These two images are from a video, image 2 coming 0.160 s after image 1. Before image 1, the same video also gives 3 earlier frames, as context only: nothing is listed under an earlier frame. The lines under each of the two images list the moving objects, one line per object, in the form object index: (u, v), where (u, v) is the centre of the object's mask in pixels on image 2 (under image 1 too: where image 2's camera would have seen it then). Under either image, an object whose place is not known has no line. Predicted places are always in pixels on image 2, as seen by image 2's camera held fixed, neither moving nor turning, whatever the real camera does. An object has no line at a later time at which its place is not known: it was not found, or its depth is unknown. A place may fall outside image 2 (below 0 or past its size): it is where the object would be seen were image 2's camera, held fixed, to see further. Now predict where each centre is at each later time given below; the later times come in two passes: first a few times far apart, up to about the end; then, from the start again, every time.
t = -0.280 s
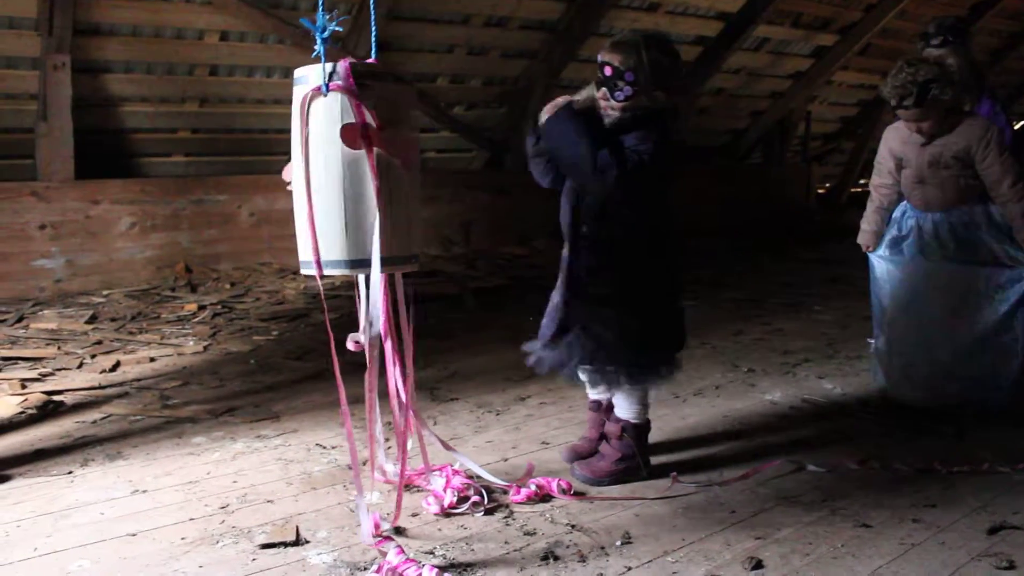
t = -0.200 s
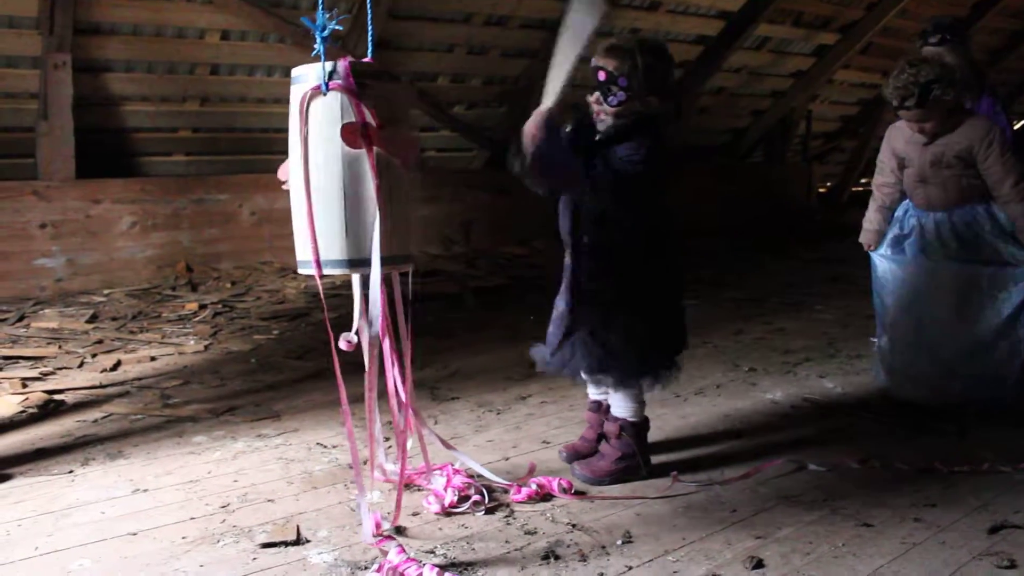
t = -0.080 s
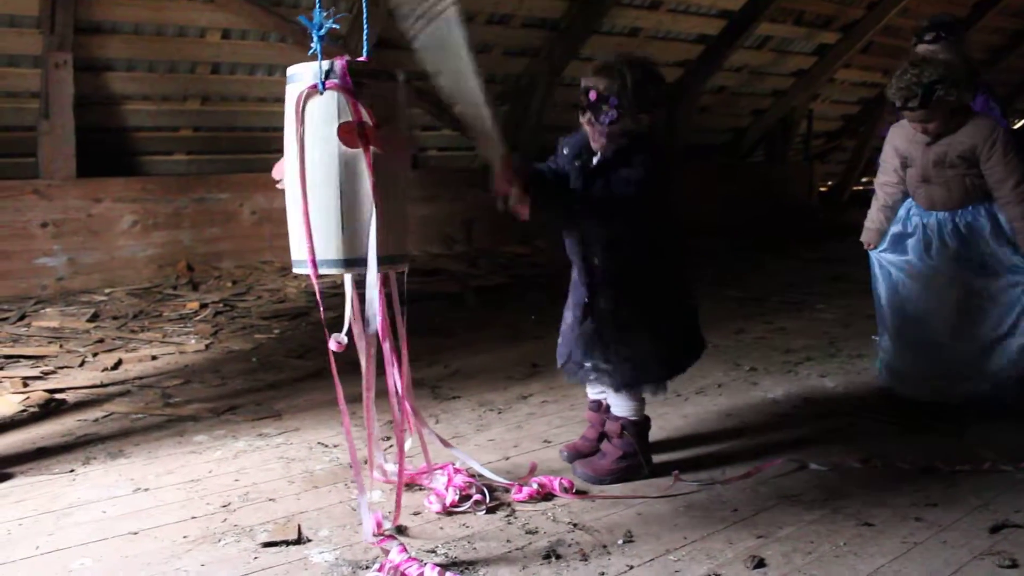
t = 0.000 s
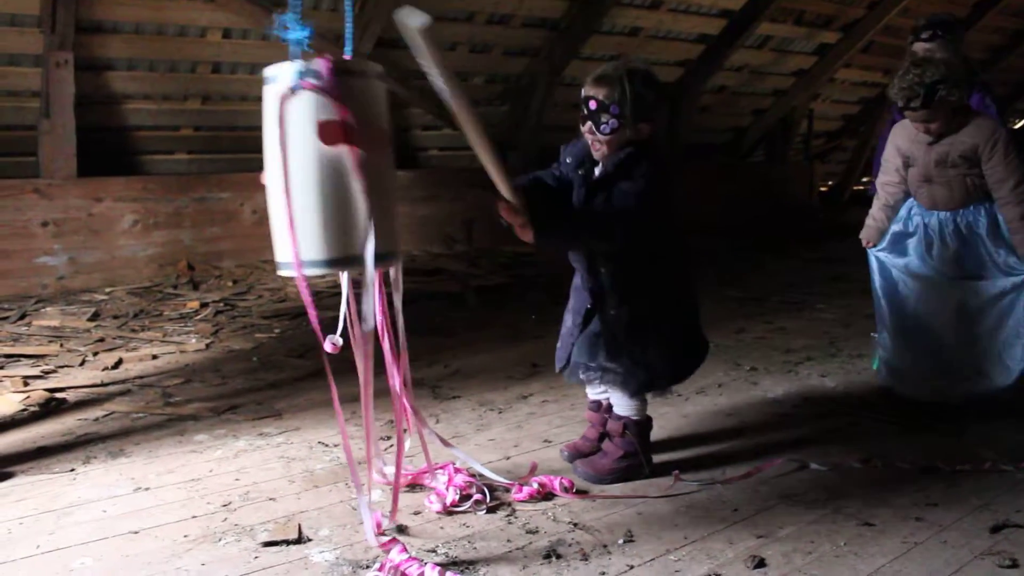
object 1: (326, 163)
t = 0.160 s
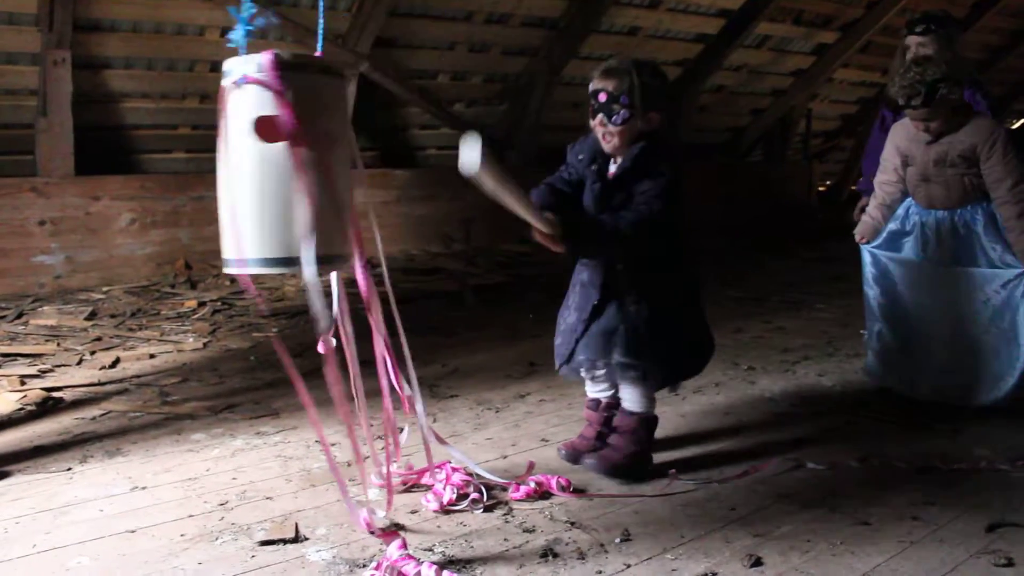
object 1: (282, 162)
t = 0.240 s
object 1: (266, 162)
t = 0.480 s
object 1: (232, 158)
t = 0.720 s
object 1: (238, 156)
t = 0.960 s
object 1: (278, 165)
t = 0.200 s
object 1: (274, 163)
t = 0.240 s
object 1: (266, 162)
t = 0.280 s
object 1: (259, 162)
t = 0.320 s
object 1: (253, 163)
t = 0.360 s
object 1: (247, 163)
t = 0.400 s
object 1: (242, 162)
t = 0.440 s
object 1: (237, 162)
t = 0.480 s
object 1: (232, 158)
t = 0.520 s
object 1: (231, 157)
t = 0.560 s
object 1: (231, 157)
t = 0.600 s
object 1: (230, 155)
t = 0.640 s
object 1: (232, 157)
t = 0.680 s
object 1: (235, 156)
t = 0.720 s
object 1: (238, 156)
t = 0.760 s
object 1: (255, 152)
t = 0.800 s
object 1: (260, 155)
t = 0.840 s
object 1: (253, 162)
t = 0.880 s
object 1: (260, 164)
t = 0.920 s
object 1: (269, 165)
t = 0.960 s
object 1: (278, 165)
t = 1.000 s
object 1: (288, 165)
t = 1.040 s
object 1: (298, 167)
